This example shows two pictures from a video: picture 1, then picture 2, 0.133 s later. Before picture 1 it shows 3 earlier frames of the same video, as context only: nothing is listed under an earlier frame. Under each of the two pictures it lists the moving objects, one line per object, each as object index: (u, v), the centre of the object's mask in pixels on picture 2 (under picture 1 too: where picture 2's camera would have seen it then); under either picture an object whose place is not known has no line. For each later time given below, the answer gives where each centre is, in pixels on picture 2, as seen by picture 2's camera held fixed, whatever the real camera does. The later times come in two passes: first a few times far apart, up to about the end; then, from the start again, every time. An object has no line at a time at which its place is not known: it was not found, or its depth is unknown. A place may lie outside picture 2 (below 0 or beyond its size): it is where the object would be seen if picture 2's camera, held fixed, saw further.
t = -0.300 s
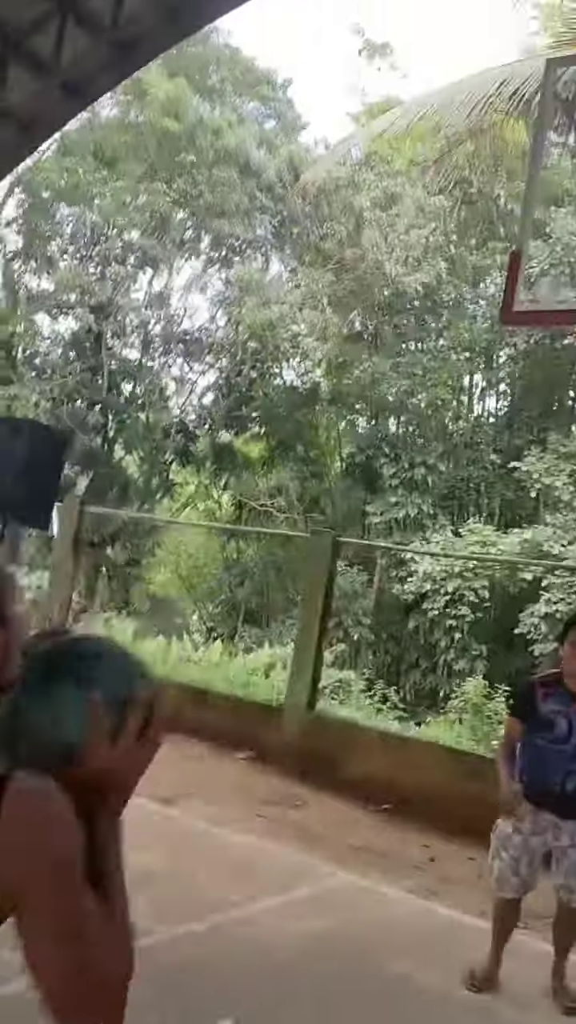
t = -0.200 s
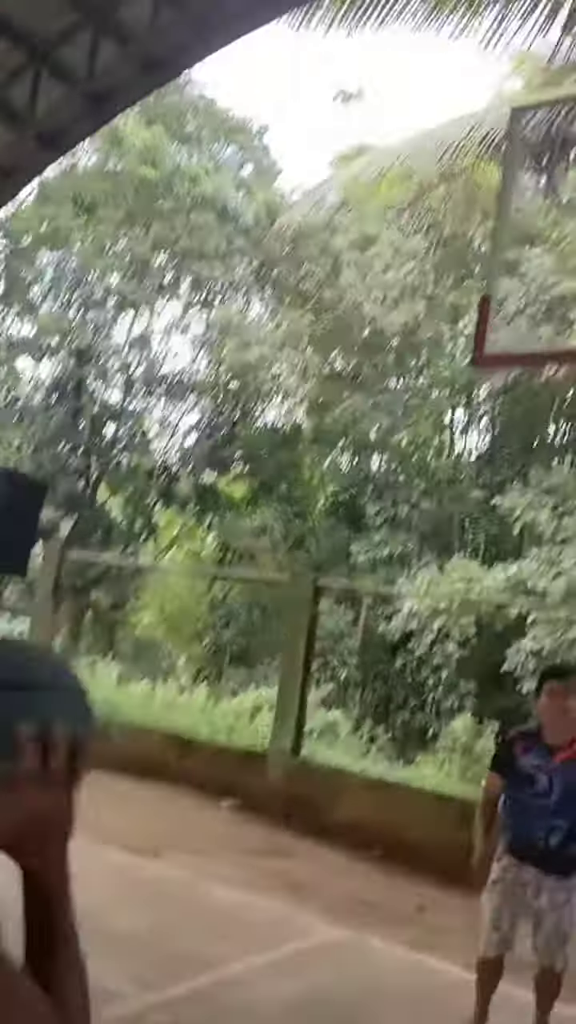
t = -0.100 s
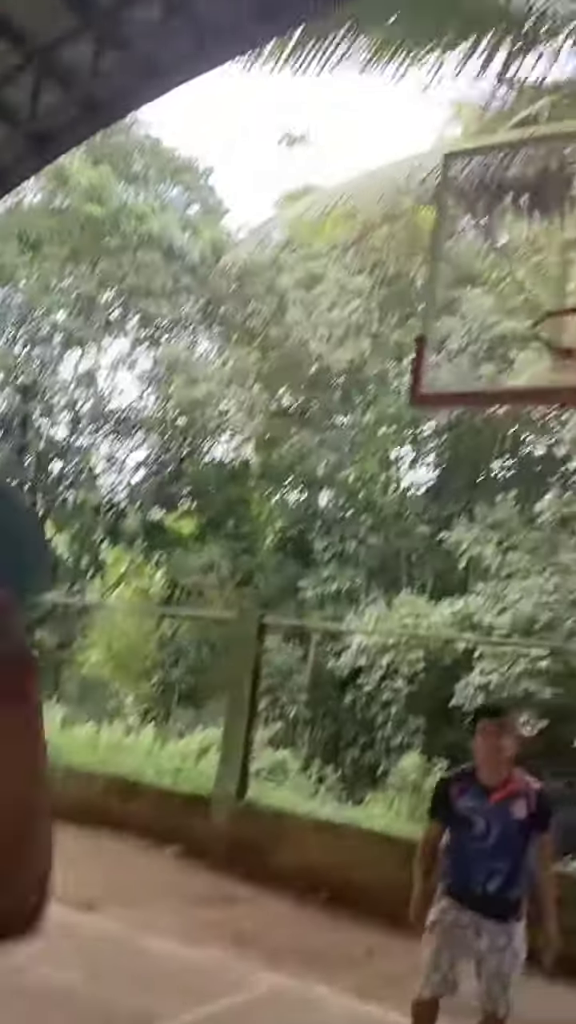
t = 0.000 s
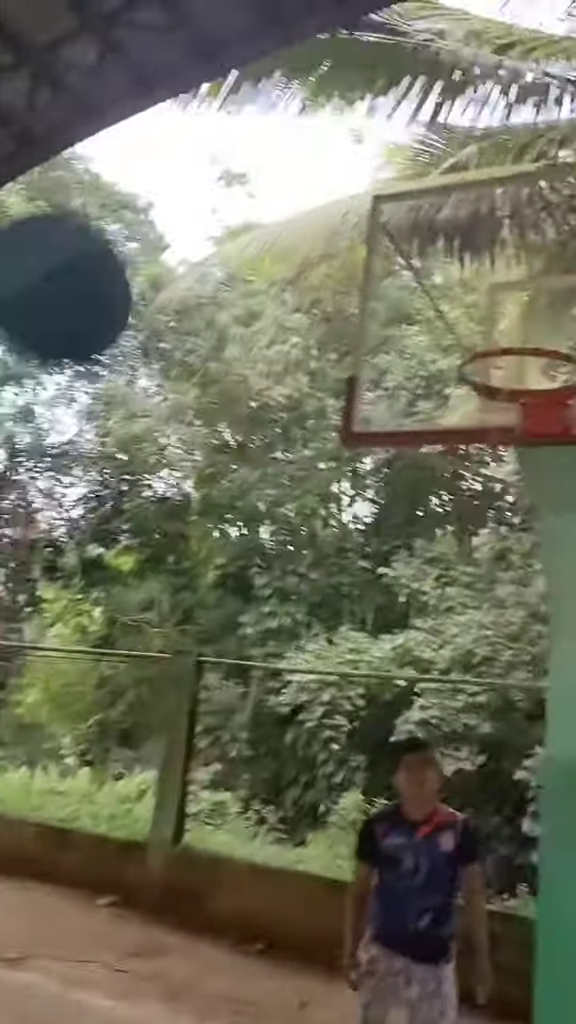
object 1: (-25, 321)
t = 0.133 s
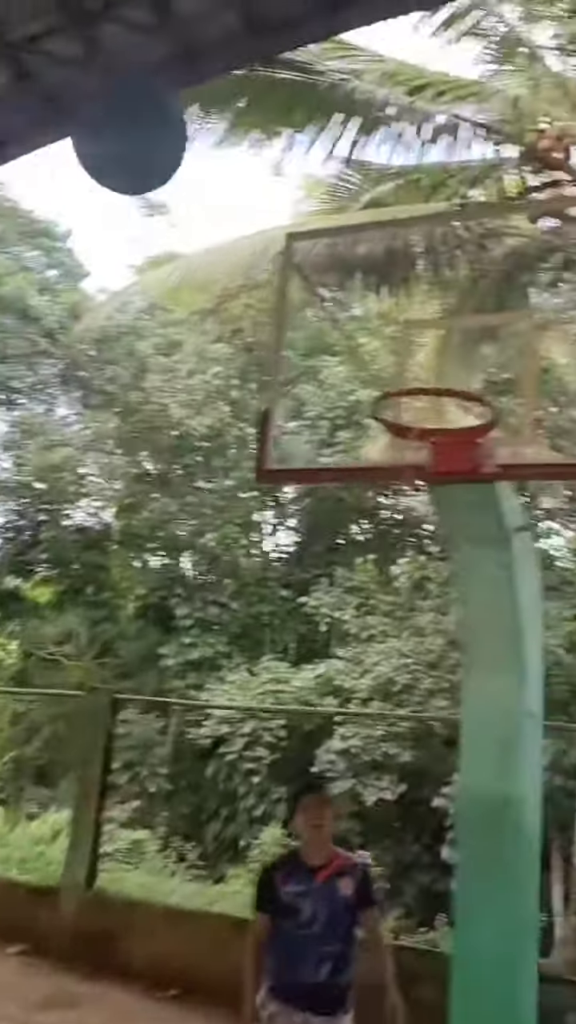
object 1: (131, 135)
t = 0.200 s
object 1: (179, 97)
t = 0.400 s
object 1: (283, 85)
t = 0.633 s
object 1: (353, 201)
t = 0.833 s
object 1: (389, 351)
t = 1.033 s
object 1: (339, 349)
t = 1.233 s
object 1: (246, 280)
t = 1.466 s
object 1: (123, 317)
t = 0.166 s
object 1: (157, 114)
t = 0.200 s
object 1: (179, 97)
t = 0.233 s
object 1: (194, 82)
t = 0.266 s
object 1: (221, 74)
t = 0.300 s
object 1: (239, 75)
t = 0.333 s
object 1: (253, 78)
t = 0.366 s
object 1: (271, 77)
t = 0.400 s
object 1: (283, 85)
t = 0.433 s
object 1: (295, 99)
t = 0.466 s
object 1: (307, 113)
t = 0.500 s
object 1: (318, 128)
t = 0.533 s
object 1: (328, 144)
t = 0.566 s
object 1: (336, 163)
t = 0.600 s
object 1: (345, 181)
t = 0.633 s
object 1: (353, 201)
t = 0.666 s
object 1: (360, 222)
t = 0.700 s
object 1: (366, 247)
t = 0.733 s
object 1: (371, 271)
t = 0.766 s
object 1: (379, 294)
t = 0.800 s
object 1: (384, 323)
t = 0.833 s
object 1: (389, 351)
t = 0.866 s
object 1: (392, 376)
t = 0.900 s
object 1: (385, 387)
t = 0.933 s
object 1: (377, 403)
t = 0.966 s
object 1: (365, 389)
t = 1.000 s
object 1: (353, 368)
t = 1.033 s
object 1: (339, 349)
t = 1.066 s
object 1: (325, 331)
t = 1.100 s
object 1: (312, 316)
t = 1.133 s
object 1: (296, 303)
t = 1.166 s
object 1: (280, 293)
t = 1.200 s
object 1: (263, 285)
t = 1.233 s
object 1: (246, 280)
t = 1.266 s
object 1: (228, 276)
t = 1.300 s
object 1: (211, 277)
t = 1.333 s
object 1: (194, 281)
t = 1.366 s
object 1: (177, 287)
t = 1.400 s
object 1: (161, 295)
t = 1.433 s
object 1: (143, 306)
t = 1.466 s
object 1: (123, 317)
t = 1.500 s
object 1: (106, 330)
